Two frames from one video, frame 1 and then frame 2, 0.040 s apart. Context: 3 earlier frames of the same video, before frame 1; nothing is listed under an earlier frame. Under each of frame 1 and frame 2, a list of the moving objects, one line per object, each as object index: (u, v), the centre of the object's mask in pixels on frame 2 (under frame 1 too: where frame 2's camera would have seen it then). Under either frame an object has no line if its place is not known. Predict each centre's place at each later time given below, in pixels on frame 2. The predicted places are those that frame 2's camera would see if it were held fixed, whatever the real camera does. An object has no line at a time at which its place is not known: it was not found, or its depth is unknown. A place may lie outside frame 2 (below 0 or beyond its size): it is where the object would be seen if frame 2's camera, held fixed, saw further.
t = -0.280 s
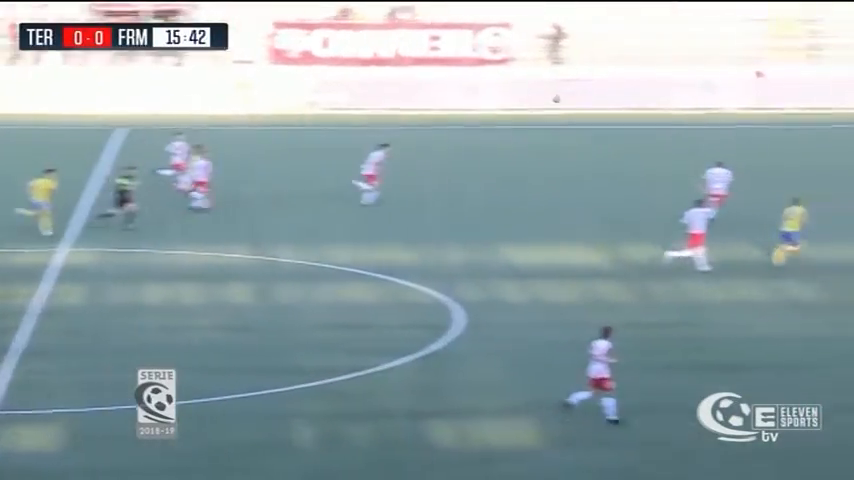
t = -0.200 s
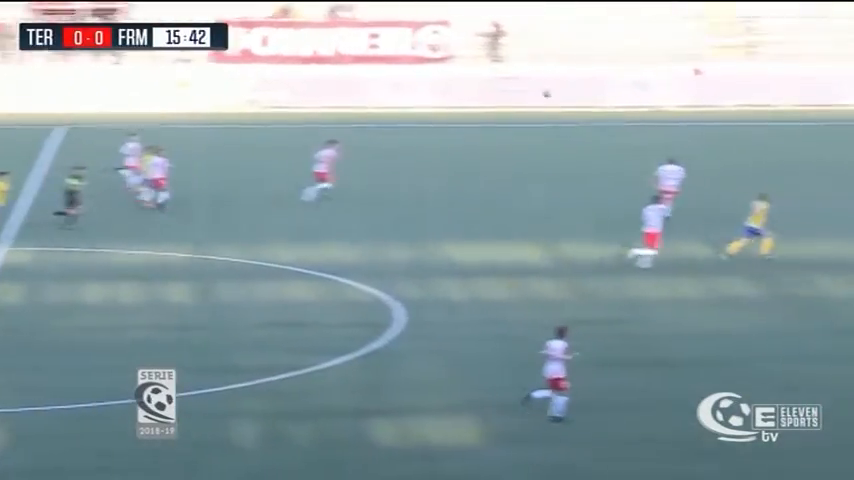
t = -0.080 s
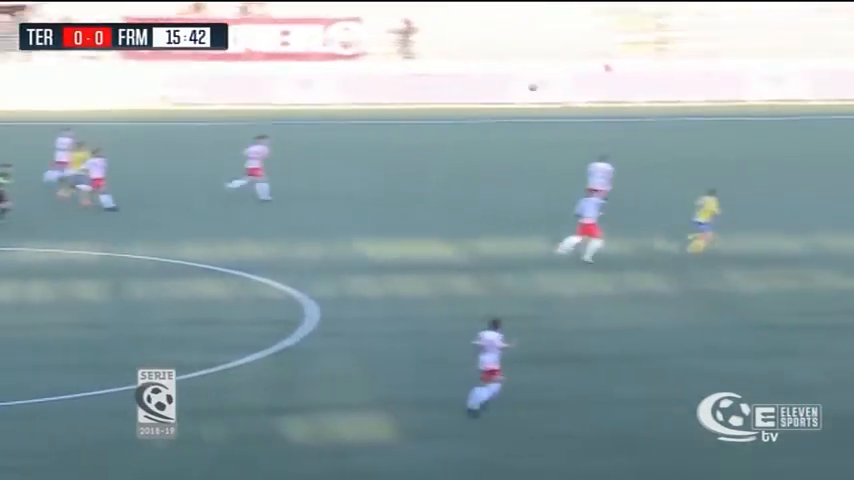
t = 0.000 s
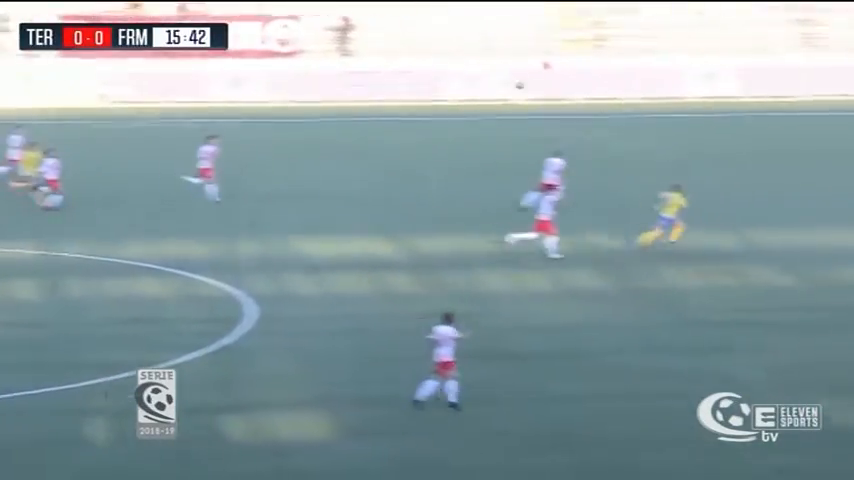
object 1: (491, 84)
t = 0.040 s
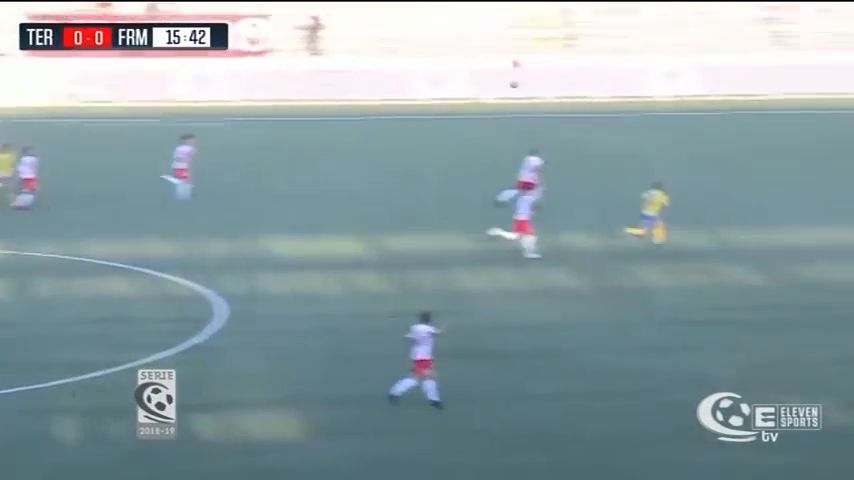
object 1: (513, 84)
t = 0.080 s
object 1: (540, 85)
